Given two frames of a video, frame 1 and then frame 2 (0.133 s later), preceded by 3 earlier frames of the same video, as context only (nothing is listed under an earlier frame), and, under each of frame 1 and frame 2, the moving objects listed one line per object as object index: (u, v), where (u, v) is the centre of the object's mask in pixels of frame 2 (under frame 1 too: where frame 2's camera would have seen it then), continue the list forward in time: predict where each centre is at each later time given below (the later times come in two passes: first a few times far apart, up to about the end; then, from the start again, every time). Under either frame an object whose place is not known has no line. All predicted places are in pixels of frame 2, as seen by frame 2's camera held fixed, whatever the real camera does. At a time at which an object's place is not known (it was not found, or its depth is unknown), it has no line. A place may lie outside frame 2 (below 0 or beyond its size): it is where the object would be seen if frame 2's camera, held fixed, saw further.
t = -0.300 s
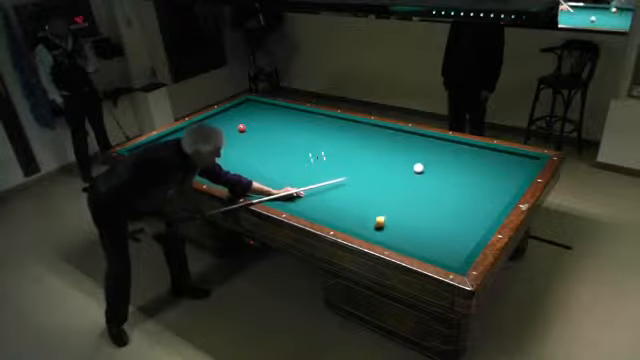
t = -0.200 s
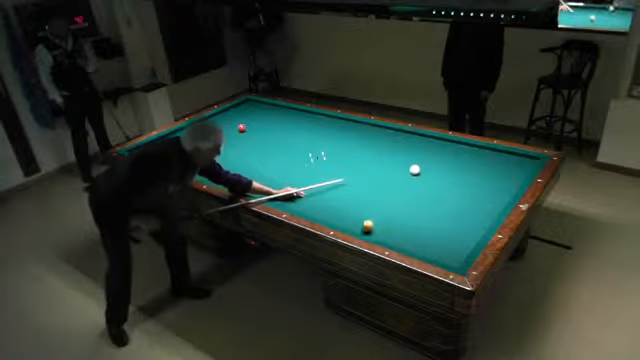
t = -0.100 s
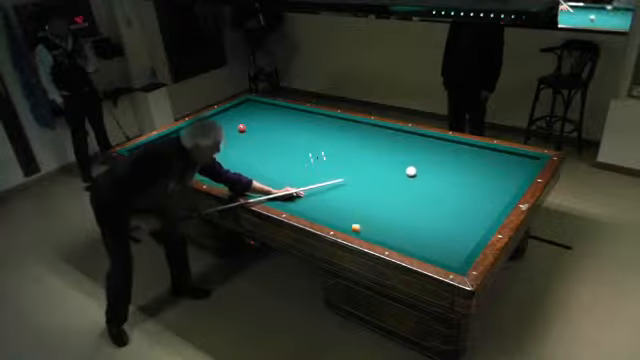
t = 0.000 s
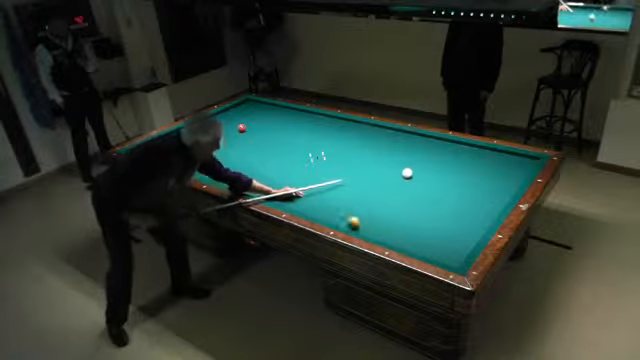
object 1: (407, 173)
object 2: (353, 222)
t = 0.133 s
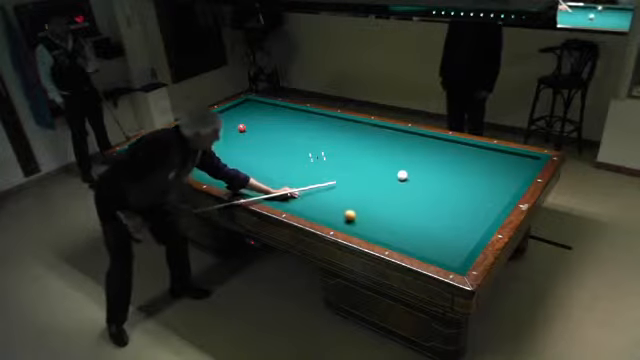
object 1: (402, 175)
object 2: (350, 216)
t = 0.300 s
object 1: (396, 178)
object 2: (345, 207)
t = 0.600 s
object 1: (385, 183)
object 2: (338, 193)
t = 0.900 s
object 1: (375, 188)
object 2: (332, 180)
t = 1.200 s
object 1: (364, 193)
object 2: (327, 170)
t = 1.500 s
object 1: (354, 197)
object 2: (323, 160)
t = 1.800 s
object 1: (344, 202)
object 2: (317, 151)
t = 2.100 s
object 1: (334, 207)
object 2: (314, 142)
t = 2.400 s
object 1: (325, 211)
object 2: (310, 135)
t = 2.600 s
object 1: (318, 213)
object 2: (307, 130)
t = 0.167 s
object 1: (401, 176)
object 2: (349, 214)
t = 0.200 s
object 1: (400, 176)
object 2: (348, 212)
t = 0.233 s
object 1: (398, 177)
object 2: (347, 210)
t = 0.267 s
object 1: (397, 178)
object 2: (346, 209)
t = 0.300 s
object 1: (396, 178)
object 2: (345, 207)
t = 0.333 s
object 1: (395, 179)
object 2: (344, 205)
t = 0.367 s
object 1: (394, 179)
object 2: (343, 204)
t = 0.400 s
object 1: (392, 180)
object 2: (343, 202)
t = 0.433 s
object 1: (391, 180)
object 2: (342, 201)
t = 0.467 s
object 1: (390, 181)
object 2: (341, 199)
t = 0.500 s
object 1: (389, 181)
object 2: (340, 198)
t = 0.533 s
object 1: (388, 182)
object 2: (340, 196)
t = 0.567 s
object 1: (387, 182)
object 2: (339, 195)
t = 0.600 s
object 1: (385, 183)
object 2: (338, 193)
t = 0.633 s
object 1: (384, 183)
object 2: (337, 192)
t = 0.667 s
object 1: (383, 184)
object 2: (337, 190)
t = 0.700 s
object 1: (382, 184)
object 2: (336, 189)
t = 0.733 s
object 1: (380, 185)
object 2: (336, 188)
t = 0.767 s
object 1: (379, 185)
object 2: (335, 186)
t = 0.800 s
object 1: (378, 186)
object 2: (334, 185)
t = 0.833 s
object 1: (377, 186)
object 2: (333, 183)
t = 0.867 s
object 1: (376, 187)
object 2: (333, 182)
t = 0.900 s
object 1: (375, 188)
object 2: (332, 180)
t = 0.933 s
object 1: (373, 188)
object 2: (332, 179)
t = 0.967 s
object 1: (372, 189)
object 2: (331, 178)
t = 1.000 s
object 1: (371, 189)
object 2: (330, 177)
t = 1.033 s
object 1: (370, 189)
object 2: (329, 175)
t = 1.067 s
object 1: (369, 190)
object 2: (329, 174)
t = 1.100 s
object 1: (368, 191)
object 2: (328, 173)
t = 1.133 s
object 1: (366, 192)
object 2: (327, 172)
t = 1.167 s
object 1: (365, 192)
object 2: (327, 170)
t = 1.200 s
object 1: (364, 193)
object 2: (327, 170)
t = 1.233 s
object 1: (363, 193)
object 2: (326, 168)
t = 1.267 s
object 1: (362, 194)
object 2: (325, 167)
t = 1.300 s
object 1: (360, 194)
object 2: (325, 166)
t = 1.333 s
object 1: (360, 195)
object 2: (324, 165)
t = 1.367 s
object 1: (359, 195)
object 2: (324, 164)
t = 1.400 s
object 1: (358, 196)
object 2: (324, 163)
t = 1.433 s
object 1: (357, 196)
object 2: (323, 162)
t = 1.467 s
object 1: (355, 197)
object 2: (323, 161)
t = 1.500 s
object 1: (354, 197)
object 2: (323, 160)
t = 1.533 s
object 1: (353, 198)
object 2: (322, 159)
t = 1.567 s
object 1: (352, 198)
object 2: (322, 158)
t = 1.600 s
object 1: (351, 199)
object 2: (320, 156)
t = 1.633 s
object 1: (349, 199)
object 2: (320, 155)
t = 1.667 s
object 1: (349, 200)
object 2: (319, 154)
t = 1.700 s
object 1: (347, 200)
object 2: (319, 153)
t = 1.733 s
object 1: (346, 201)
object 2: (319, 153)
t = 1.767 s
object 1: (345, 202)
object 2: (318, 152)
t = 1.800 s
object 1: (344, 202)
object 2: (317, 151)
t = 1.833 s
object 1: (343, 203)
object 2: (317, 150)
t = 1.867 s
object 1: (342, 203)
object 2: (316, 149)
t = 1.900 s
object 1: (341, 204)
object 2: (316, 148)
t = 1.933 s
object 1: (340, 204)
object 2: (315, 147)
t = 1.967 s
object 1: (339, 204)
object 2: (315, 146)
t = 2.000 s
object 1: (338, 205)
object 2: (314, 145)
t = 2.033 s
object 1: (336, 206)
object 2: (314, 144)
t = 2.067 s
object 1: (335, 206)
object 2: (314, 143)
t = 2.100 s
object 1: (334, 207)
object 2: (314, 142)
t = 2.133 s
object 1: (333, 207)
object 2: (313, 141)
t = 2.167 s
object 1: (332, 208)
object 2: (312, 141)
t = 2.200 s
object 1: (331, 208)
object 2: (312, 140)
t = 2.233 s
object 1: (330, 209)
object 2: (311, 139)
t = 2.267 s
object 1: (329, 209)
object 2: (311, 138)
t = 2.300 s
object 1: (328, 210)
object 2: (311, 137)
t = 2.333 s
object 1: (327, 210)
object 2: (311, 137)
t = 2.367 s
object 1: (326, 210)
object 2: (310, 136)
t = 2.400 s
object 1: (325, 211)
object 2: (310, 135)
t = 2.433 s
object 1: (324, 211)
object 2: (309, 134)
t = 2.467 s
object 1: (323, 212)
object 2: (309, 133)
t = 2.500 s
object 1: (322, 212)
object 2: (309, 133)
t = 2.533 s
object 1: (320, 212)
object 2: (308, 132)
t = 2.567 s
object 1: (320, 212)
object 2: (308, 131)
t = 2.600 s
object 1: (318, 213)
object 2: (307, 130)
